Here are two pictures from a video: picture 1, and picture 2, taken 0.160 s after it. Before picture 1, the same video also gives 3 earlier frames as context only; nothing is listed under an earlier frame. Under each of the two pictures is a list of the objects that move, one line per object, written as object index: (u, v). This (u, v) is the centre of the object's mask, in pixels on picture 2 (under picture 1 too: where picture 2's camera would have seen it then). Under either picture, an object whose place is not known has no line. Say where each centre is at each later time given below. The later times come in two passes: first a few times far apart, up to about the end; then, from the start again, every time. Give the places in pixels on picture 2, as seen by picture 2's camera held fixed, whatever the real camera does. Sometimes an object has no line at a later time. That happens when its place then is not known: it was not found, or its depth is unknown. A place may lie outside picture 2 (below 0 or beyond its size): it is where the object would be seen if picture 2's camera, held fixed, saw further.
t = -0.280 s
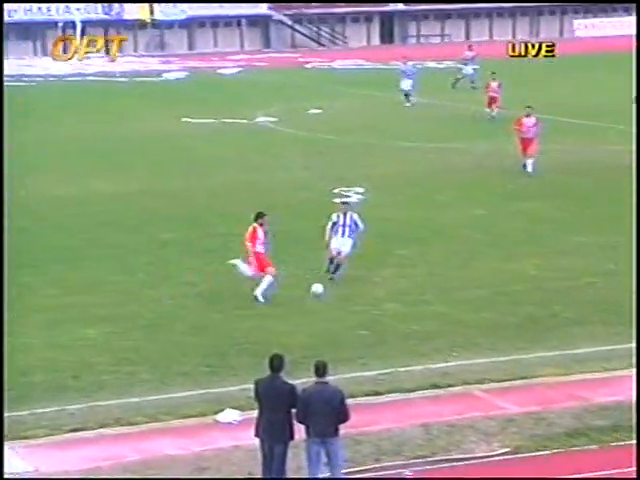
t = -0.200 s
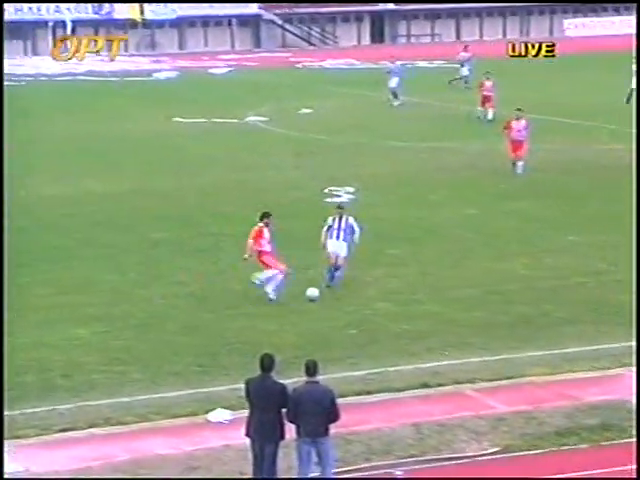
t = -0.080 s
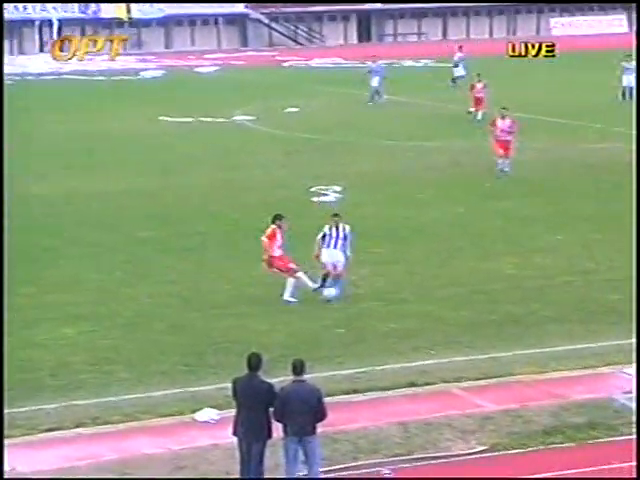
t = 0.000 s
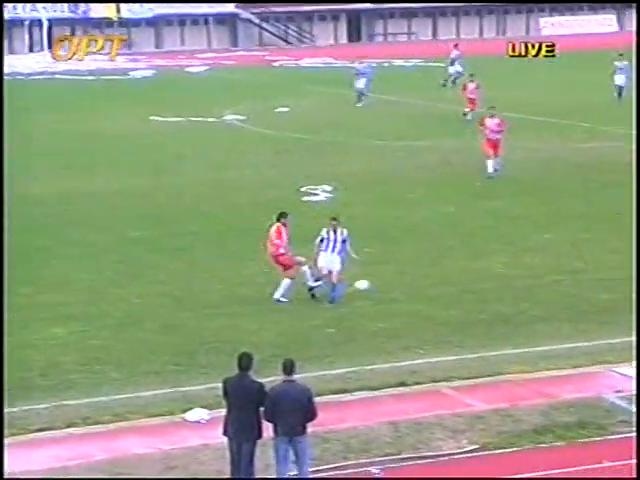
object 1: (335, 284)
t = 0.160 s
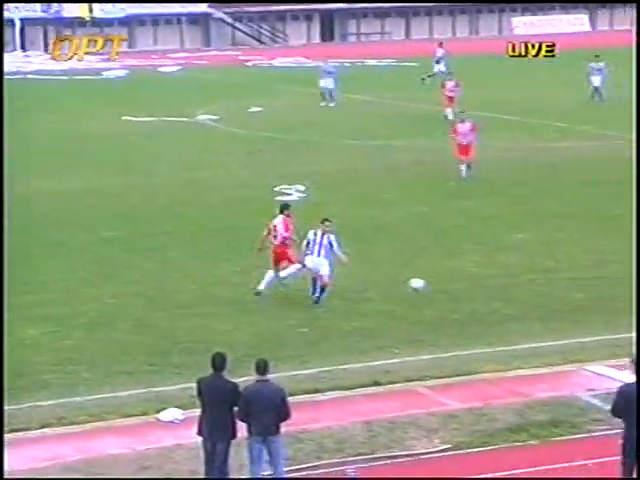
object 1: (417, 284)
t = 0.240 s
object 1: (459, 289)
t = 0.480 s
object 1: (590, 334)
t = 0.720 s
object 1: (717, 320)
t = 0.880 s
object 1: (804, 328)
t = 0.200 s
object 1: (438, 286)
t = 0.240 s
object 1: (459, 289)
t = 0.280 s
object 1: (481, 294)
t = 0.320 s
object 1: (502, 300)
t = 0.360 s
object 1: (524, 306)
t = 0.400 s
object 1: (546, 314)
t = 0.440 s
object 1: (568, 323)
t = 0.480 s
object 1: (590, 334)
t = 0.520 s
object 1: (612, 334)
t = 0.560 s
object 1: (633, 328)
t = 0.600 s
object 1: (655, 325)
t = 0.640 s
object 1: (675, 322)
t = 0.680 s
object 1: (696, 321)
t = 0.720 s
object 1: (717, 320)
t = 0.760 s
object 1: (738, 320)
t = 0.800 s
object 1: (759, 321)
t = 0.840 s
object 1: (781, 324)
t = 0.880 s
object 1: (804, 328)
